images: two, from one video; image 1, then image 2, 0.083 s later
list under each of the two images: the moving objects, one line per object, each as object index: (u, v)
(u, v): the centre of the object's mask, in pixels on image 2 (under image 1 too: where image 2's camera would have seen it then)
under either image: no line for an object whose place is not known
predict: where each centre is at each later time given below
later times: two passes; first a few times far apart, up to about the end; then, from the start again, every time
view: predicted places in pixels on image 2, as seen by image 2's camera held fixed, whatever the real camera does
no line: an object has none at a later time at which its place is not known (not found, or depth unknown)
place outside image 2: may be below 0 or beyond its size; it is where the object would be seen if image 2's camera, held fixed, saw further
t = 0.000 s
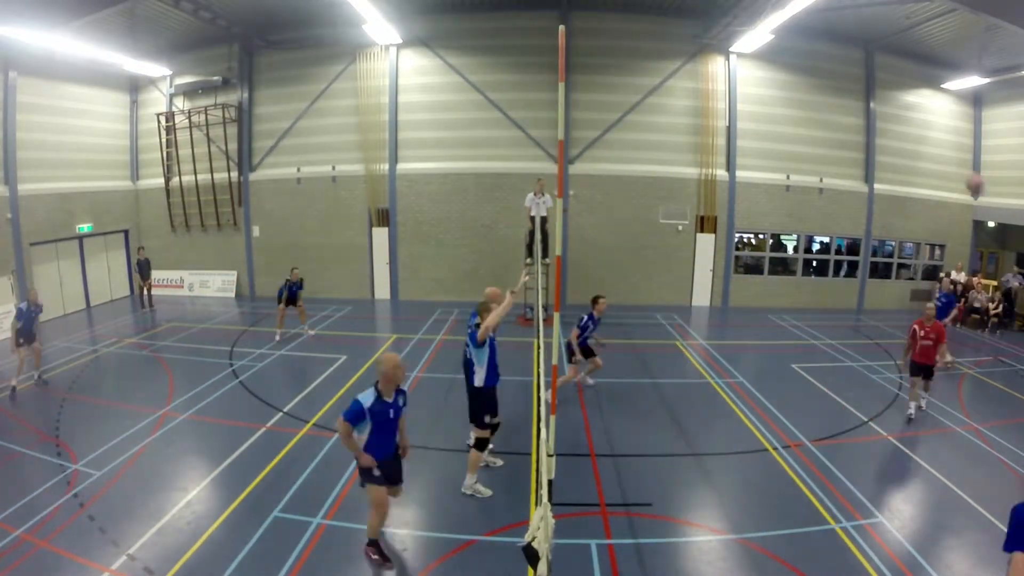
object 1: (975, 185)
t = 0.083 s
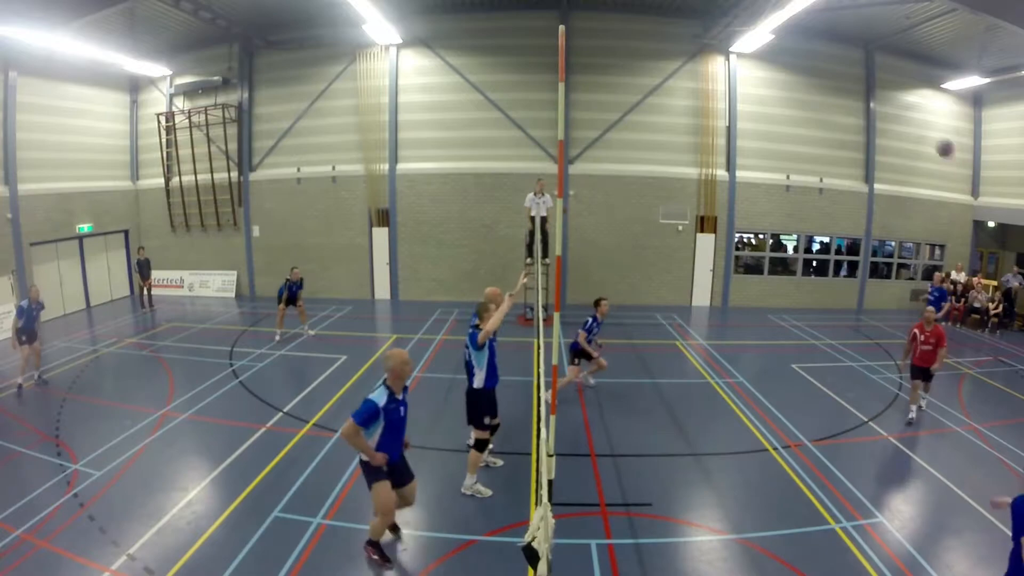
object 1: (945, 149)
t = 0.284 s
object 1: (875, 97)
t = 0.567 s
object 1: (788, 95)
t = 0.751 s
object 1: (743, 124)
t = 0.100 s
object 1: (939, 142)
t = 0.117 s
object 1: (932, 137)
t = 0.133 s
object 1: (927, 132)
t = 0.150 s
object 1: (921, 127)
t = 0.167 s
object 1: (915, 122)
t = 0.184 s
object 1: (909, 118)
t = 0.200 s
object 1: (903, 112)
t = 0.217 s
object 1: (897, 110)
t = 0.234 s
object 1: (891, 107)
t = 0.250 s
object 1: (885, 104)
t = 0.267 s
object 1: (881, 99)
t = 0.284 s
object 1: (875, 97)
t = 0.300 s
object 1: (869, 95)
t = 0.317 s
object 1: (864, 93)
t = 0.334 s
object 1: (860, 91)
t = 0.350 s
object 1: (854, 90)
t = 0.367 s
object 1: (849, 89)
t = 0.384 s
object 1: (843, 88)
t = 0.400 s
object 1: (838, 88)
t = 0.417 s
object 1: (833, 87)
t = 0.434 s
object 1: (828, 88)
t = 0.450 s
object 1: (824, 88)
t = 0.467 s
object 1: (818, 88)
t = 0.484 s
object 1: (813, 89)
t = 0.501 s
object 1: (808, 89)
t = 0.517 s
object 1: (803, 90)
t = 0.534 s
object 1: (799, 92)
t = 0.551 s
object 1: (794, 93)
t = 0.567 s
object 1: (788, 95)
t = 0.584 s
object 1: (784, 97)
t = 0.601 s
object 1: (780, 98)
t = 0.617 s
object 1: (776, 101)
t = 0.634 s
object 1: (772, 103)
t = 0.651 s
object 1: (768, 105)
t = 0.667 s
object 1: (763, 108)
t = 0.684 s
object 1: (758, 111)
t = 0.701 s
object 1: (755, 114)
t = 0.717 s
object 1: (751, 117)
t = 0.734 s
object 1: (747, 119)
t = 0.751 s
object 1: (743, 124)
